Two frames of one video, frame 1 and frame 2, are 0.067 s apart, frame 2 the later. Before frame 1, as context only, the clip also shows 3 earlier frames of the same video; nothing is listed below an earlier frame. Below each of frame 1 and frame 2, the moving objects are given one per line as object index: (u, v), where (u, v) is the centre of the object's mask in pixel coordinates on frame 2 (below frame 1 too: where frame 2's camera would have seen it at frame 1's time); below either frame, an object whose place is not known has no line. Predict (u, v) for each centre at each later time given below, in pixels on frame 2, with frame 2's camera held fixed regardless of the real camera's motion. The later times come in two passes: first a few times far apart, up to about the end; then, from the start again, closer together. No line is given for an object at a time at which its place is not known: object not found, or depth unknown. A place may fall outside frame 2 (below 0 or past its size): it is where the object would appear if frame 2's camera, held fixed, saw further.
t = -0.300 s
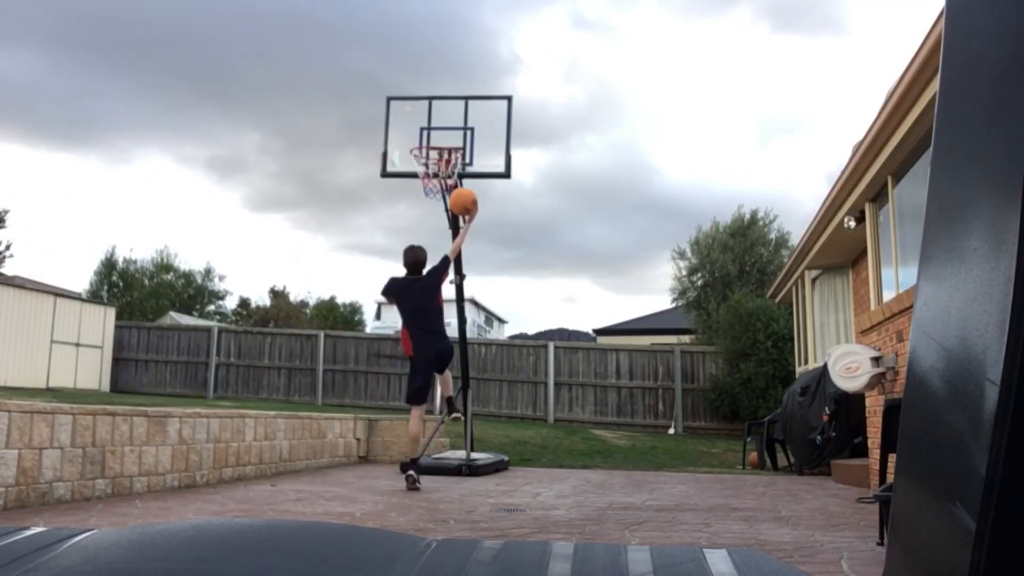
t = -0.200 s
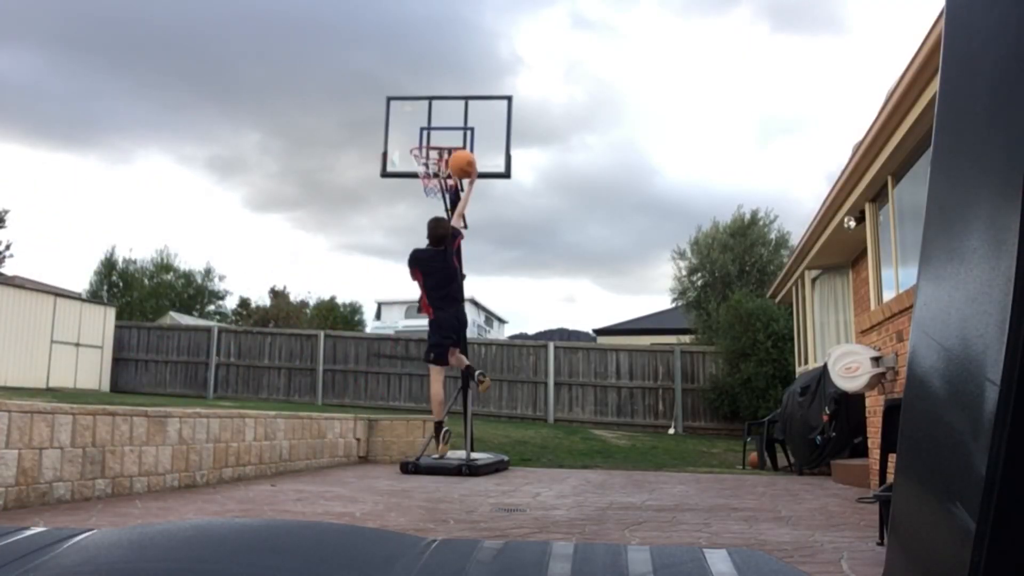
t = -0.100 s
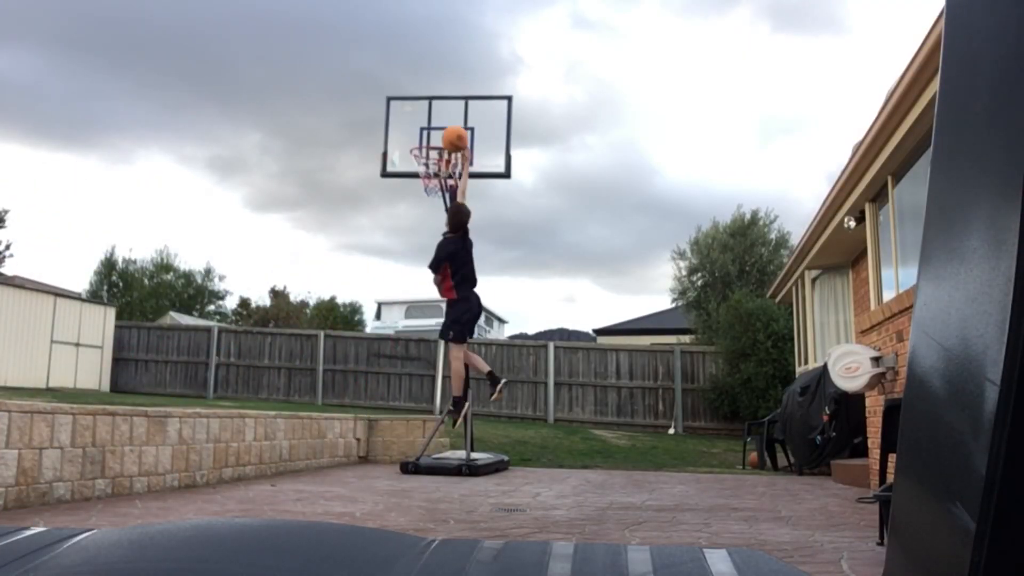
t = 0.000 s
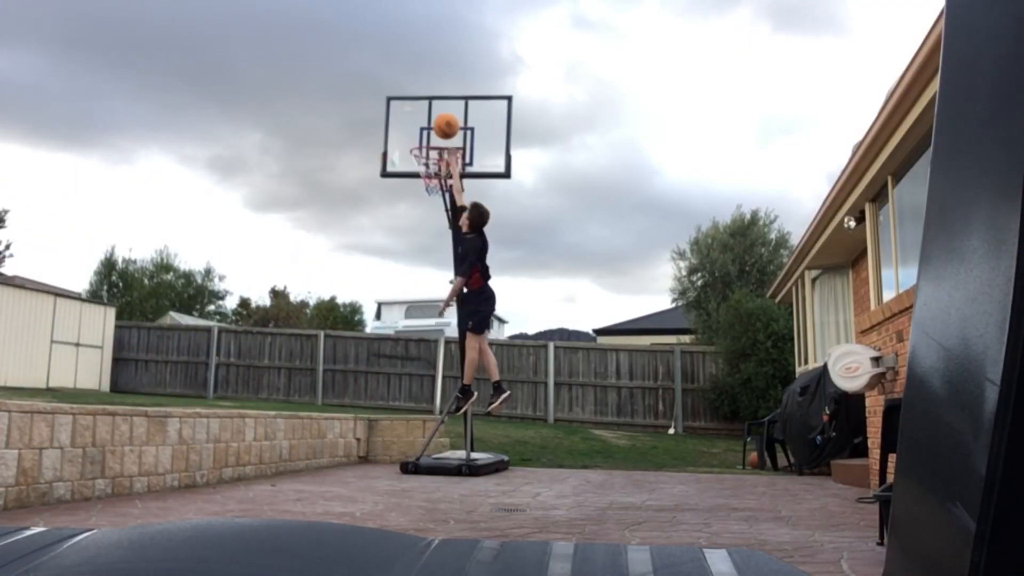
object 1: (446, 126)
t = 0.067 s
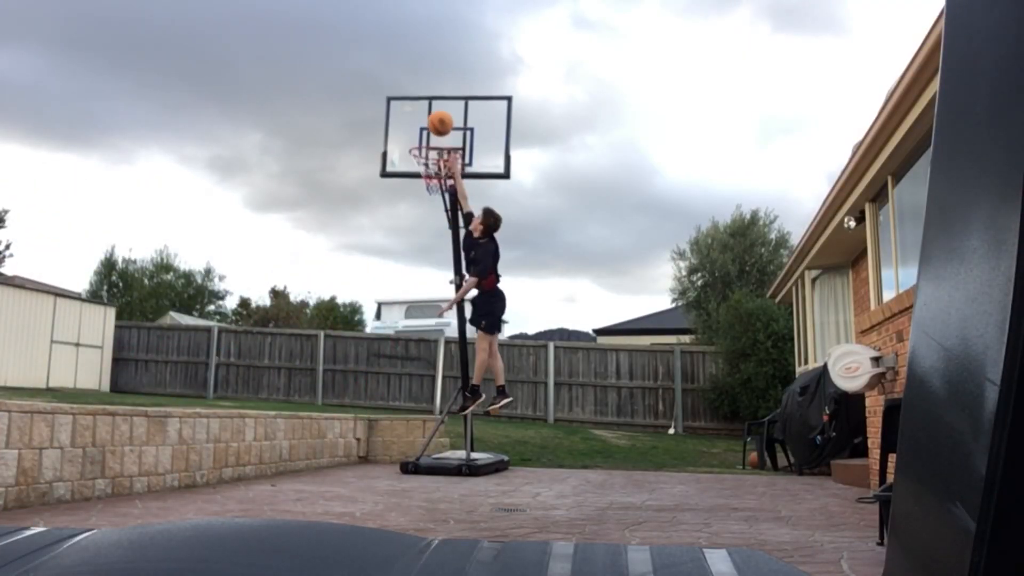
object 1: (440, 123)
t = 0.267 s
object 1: (424, 141)
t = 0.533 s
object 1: (397, 165)
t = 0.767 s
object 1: (371, 222)
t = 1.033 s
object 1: (339, 352)
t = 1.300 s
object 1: (309, 410)
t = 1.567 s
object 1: (287, 323)
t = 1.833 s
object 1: (262, 314)
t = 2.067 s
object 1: (236, 366)
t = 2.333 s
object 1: (195, 385)
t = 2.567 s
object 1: (154, 398)
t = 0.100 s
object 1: (437, 123)
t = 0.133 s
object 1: (435, 125)
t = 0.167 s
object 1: (432, 127)
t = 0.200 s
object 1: (430, 131)
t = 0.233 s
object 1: (427, 136)
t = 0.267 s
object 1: (424, 141)
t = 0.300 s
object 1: (421, 145)
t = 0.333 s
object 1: (417, 148)
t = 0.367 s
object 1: (413, 151)
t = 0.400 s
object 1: (410, 152)
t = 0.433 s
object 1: (406, 154)
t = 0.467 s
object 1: (403, 157)
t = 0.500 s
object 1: (401, 160)
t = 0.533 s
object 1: (397, 165)
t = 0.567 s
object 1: (393, 170)
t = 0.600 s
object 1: (390, 176)
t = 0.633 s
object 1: (386, 183)
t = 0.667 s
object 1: (382, 191)
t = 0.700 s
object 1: (379, 201)
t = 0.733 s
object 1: (375, 211)
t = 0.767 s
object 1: (371, 222)
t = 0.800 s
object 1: (368, 235)
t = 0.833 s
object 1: (364, 248)
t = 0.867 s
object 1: (360, 262)
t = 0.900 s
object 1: (356, 278)
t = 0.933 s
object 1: (352, 295)
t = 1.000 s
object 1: (344, 331)
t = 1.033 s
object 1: (339, 352)
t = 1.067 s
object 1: (335, 373)
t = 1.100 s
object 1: (330, 395)
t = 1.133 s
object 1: (326, 420)
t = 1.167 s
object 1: (321, 445)
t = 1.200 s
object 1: (317, 464)
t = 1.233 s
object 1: (314, 445)
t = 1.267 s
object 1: (311, 427)
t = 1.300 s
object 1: (309, 410)
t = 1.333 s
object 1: (306, 395)
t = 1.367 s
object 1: (304, 381)
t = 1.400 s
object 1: (301, 368)
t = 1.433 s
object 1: (298, 357)
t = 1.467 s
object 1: (296, 347)
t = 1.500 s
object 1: (293, 337)
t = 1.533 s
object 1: (290, 330)
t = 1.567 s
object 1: (287, 323)
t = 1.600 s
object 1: (284, 318)
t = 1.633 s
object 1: (281, 314)
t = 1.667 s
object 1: (278, 312)
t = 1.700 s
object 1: (275, 310)
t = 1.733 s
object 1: (272, 309)
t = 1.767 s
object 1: (268, 309)
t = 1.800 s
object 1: (265, 311)
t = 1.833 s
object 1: (262, 314)
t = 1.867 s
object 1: (258, 317)
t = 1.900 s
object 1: (254, 322)
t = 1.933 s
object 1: (251, 328)
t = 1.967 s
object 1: (247, 336)
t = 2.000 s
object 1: (243, 345)
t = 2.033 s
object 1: (240, 354)
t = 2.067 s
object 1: (236, 366)
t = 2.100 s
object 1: (232, 378)
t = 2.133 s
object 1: (228, 391)
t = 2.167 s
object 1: (224, 402)
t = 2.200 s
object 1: (218, 399)
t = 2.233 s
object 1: (212, 395)
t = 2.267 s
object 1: (207, 391)
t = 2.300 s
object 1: (201, 387)
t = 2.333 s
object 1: (195, 385)
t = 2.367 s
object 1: (190, 384)
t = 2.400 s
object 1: (184, 384)
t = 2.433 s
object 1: (178, 385)
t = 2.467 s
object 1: (172, 387)
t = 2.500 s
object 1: (166, 391)
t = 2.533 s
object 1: (160, 395)
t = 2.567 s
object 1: (154, 398)
